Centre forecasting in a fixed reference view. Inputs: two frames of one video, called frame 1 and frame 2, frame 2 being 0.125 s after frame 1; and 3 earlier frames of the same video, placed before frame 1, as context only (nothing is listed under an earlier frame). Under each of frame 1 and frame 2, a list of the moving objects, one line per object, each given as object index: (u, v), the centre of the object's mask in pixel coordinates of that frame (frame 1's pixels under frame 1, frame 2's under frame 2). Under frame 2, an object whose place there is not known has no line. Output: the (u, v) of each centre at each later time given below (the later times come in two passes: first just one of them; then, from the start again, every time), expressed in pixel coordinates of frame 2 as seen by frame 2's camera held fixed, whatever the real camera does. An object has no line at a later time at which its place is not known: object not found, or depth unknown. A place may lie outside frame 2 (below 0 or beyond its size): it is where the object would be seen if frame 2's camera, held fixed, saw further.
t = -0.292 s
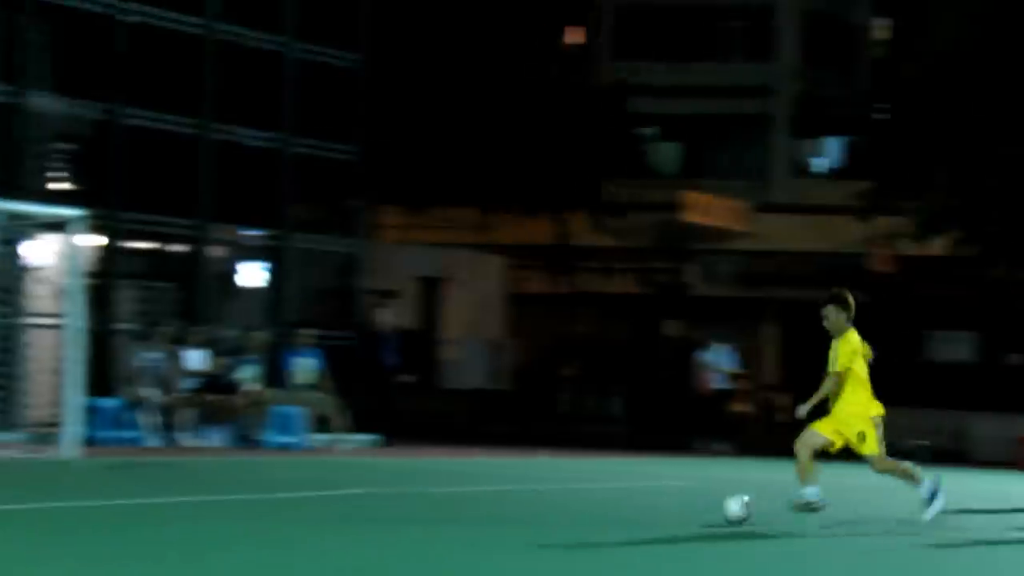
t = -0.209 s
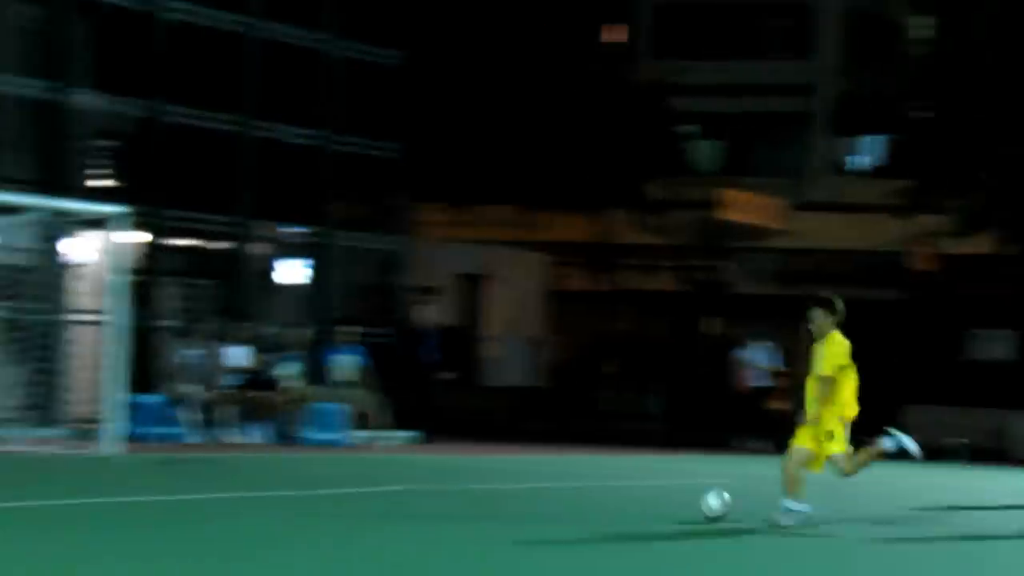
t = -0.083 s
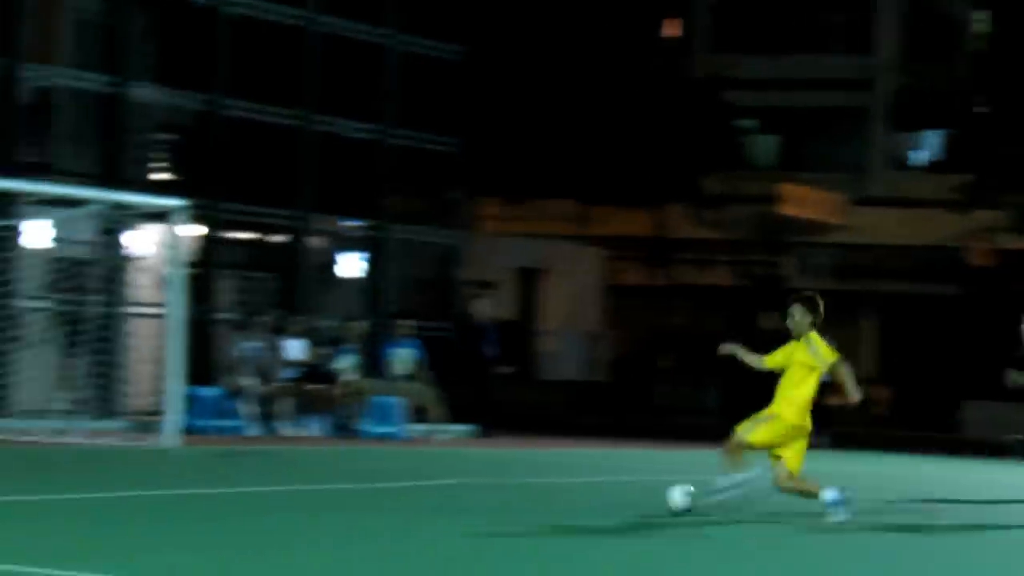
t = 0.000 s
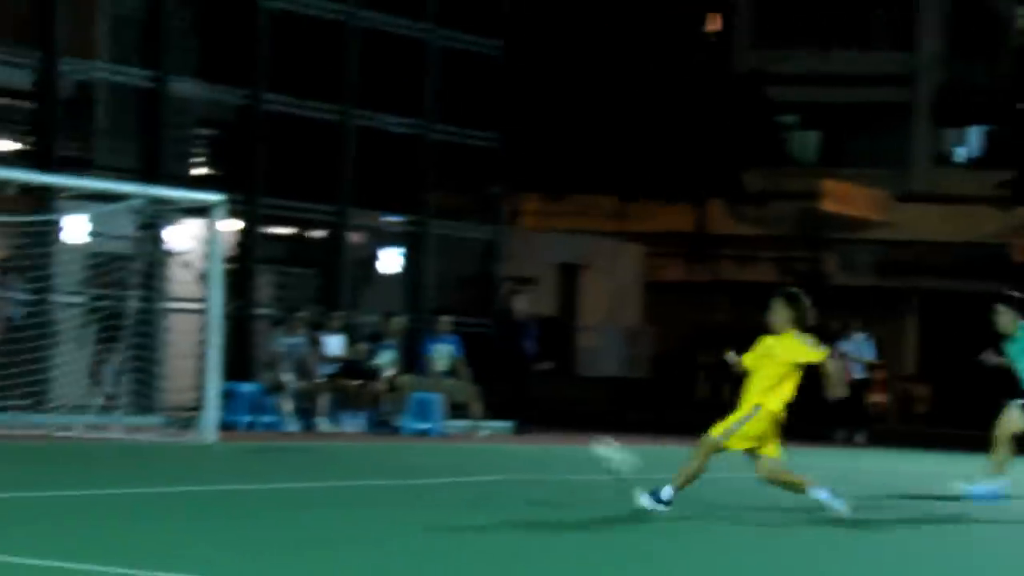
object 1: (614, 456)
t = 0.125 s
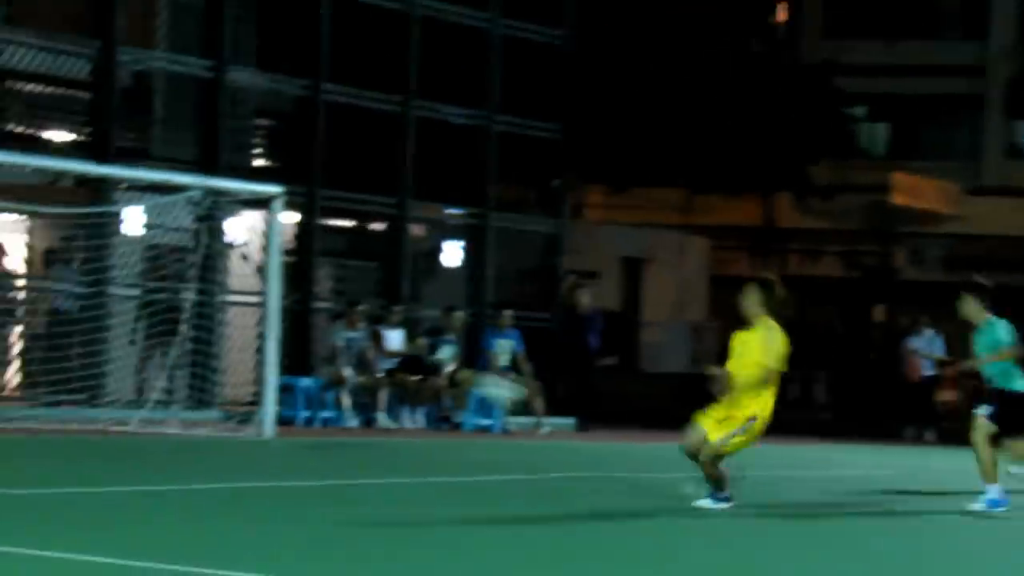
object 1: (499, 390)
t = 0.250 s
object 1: (342, 355)
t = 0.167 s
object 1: (447, 377)
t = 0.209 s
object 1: (395, 365)
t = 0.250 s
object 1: (342, 355)
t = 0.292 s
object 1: (297, 349)
